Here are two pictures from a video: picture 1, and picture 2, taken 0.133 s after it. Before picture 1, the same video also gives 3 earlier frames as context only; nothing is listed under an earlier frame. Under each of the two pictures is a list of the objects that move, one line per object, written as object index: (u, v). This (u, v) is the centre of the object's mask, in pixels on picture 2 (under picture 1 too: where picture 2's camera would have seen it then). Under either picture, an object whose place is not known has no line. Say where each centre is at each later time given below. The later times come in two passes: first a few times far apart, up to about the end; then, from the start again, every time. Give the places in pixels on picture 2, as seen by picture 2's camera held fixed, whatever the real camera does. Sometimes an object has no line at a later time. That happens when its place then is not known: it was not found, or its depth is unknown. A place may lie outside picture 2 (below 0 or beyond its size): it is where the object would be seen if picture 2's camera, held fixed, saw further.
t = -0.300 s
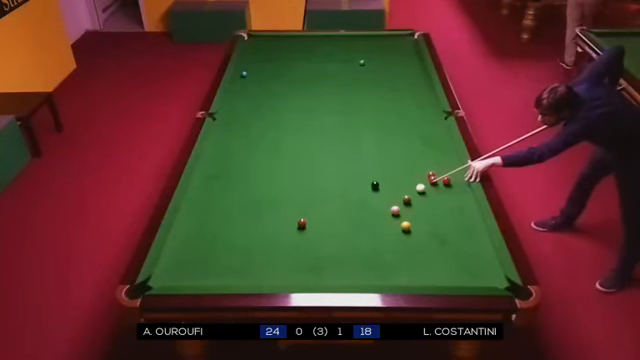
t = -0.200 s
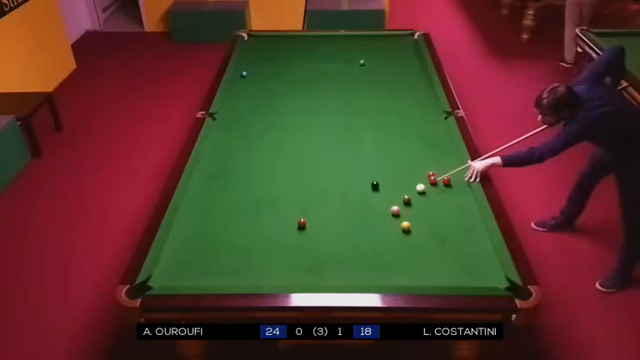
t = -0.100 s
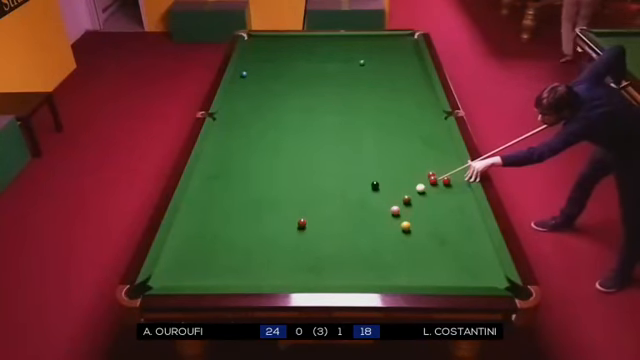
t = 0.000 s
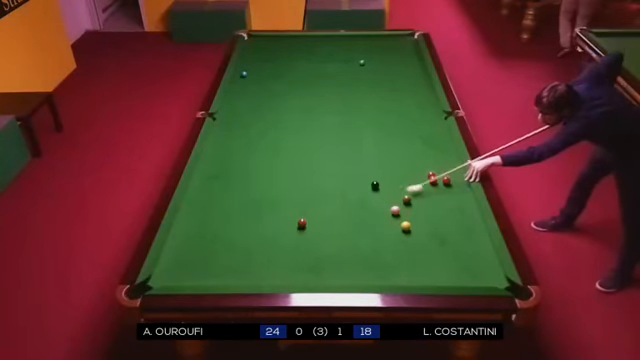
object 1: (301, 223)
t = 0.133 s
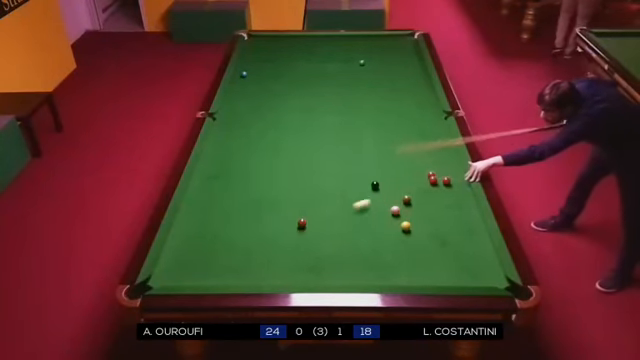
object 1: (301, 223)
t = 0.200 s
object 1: (301, 223)
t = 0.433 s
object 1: (232, 244)
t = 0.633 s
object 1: (161, 267)
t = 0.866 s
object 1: (211, 280)
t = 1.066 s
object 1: (249, 276)
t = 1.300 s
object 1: (291, 266)
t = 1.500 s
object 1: (325, 259)
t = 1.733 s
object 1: (363, 251)
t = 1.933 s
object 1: (393, 245)
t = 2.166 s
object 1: (427, 238)
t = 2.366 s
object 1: (455, 233)
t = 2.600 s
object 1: (478, 227)
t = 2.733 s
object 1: (464, 223)
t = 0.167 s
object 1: (301, 223)
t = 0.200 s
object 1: (301, 223)
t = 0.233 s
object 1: (301, 223)
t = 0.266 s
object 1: (299, 223)
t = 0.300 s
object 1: (285, 227)
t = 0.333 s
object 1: (271, 231)
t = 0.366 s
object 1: (257, 236)
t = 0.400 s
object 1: (244, 240)
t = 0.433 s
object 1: (232, 244)
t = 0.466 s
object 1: (218, 248)
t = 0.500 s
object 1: (205, 252)
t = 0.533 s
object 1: (193, 256)
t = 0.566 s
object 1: (181, 260)
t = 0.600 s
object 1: (170, 263)
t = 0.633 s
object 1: (161, 267)
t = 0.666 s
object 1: (167, 269)
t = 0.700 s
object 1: (176, 271)
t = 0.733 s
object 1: (183, 273)
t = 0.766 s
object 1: (190, 275)
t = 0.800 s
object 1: (197, 277)
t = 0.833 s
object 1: (204, 278)
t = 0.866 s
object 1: (211, 280)
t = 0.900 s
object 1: (218, 280)
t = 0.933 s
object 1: (225, 280)
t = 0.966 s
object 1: (231, 279)
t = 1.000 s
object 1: (237, 278)
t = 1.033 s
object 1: (243, 277)
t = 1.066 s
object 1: (249, 276)
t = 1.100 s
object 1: (256, 274)
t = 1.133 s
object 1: (261, 273)
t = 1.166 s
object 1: (268, 272)
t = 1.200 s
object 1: (273, 271)
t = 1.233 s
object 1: (280, 269)
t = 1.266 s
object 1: (286, 268)
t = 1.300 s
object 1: (291, 266)
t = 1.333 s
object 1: (297, 265)
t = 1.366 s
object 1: (303, 264)
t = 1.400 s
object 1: (309, 262)
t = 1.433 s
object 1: (314, 261)
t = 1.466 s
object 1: (319, 260)
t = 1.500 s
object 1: (325, 259)
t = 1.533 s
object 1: (330, 258)
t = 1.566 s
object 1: (336, 257)
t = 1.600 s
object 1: (341, 256)
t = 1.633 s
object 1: (347, 254)
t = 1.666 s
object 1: (352, 253)
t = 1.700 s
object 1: (357, 252)
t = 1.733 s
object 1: (363, 251)
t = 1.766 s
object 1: (368, 250)
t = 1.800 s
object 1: (373, 249)
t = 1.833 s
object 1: (378, 248)
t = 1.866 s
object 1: (383, 247)
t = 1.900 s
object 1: (388, 246)
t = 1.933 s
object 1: (393, 245)
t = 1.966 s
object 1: (398, 244)
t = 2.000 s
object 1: (403, 243)
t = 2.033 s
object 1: (408, 242)
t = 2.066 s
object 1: (412, 241)
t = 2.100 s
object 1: (417, 240)
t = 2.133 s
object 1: (422, 239)
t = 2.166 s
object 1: (427, 238)
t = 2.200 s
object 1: (432, 238)
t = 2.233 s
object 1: (437, 237)
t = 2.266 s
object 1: (441, 236)
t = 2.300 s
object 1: (445, 235)
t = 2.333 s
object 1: (450, 234)
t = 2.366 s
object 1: (455, 233)
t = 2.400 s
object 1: (459, 232)
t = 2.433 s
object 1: (464, 231)
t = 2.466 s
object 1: (468, 230)
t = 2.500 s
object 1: (473, 229)
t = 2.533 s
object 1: (477, 229)
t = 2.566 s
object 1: (481, 228)
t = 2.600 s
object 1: (478, 227)
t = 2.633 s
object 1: (474, 226)
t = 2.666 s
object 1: (471, 225)
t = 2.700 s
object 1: (468, 224)
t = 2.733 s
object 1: (464, 223)
